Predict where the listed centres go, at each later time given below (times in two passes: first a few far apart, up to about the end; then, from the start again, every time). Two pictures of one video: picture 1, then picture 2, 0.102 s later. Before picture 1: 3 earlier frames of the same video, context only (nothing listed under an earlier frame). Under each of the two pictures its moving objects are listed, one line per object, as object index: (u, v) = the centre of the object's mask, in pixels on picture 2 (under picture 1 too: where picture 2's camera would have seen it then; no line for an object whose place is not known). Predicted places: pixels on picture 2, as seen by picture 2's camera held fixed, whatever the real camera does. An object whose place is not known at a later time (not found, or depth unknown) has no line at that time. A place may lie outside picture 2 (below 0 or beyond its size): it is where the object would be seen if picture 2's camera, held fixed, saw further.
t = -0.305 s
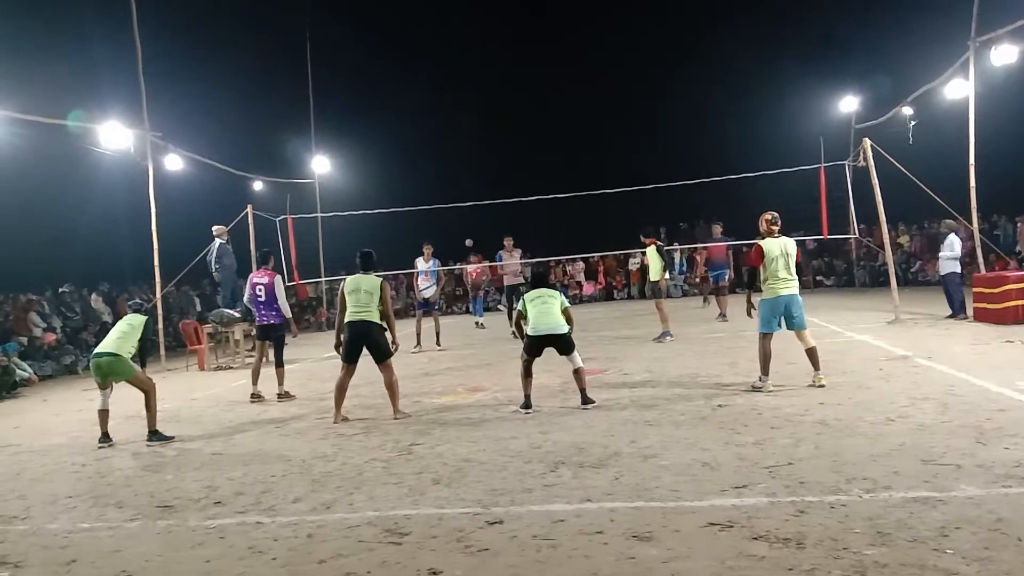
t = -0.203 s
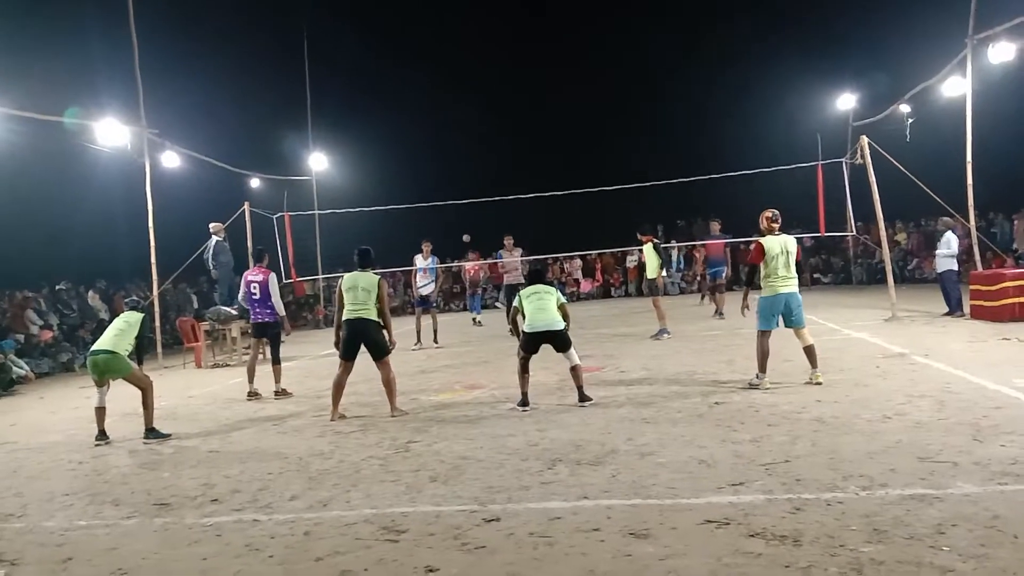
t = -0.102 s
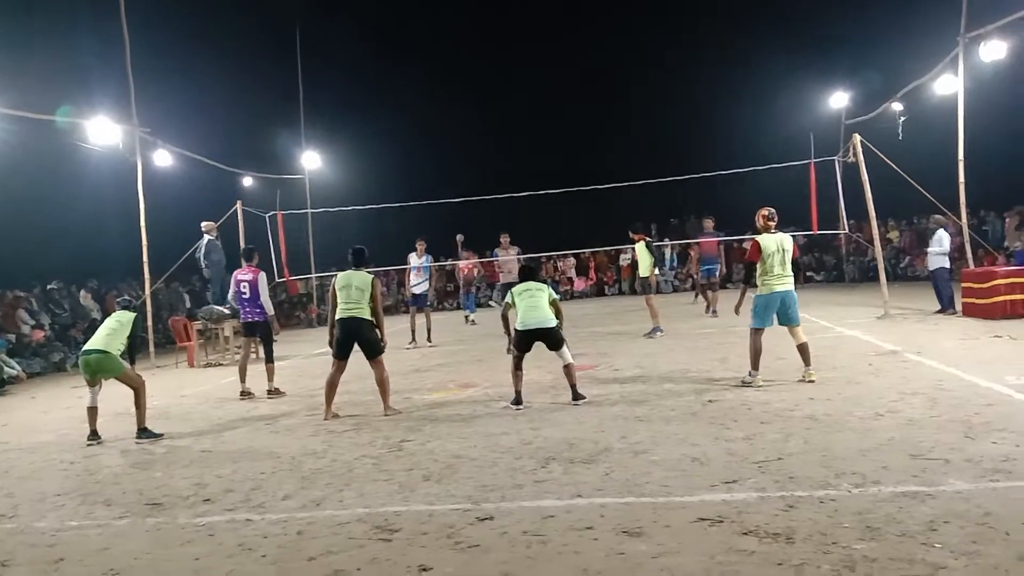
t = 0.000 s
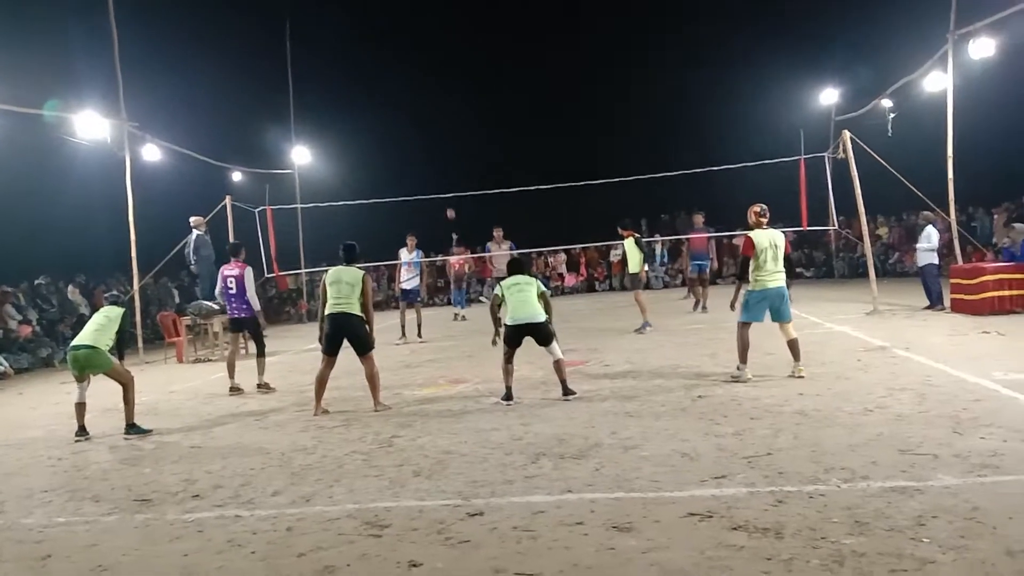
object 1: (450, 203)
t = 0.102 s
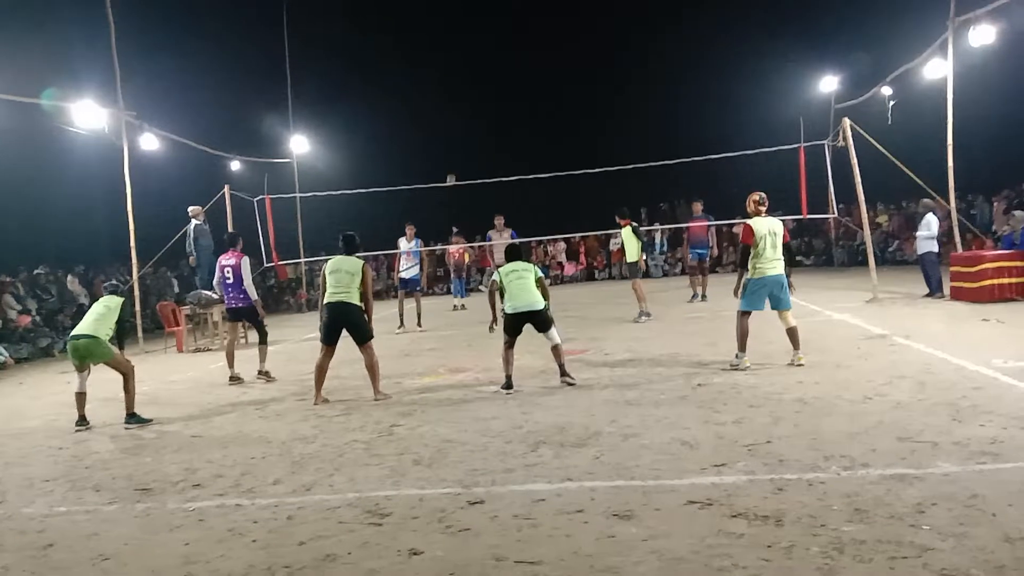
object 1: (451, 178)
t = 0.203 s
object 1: (452, 159)
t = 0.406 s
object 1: (455, 125)
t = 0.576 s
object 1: (458, 107)
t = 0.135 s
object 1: (451, 173)
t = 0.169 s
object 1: (452, 166)
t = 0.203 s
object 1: (452, 159)
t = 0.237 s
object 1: (453, 153)
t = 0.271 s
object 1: (453, 146)
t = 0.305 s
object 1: (453, 141)
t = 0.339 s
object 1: (454, 135)
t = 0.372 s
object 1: (454, 130)
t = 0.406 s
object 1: (455, 125)
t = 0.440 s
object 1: (455, 120)
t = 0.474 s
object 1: (456, 117)
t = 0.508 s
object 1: (457, 113)
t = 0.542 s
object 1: (457, 110)
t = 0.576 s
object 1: (458, 107)
